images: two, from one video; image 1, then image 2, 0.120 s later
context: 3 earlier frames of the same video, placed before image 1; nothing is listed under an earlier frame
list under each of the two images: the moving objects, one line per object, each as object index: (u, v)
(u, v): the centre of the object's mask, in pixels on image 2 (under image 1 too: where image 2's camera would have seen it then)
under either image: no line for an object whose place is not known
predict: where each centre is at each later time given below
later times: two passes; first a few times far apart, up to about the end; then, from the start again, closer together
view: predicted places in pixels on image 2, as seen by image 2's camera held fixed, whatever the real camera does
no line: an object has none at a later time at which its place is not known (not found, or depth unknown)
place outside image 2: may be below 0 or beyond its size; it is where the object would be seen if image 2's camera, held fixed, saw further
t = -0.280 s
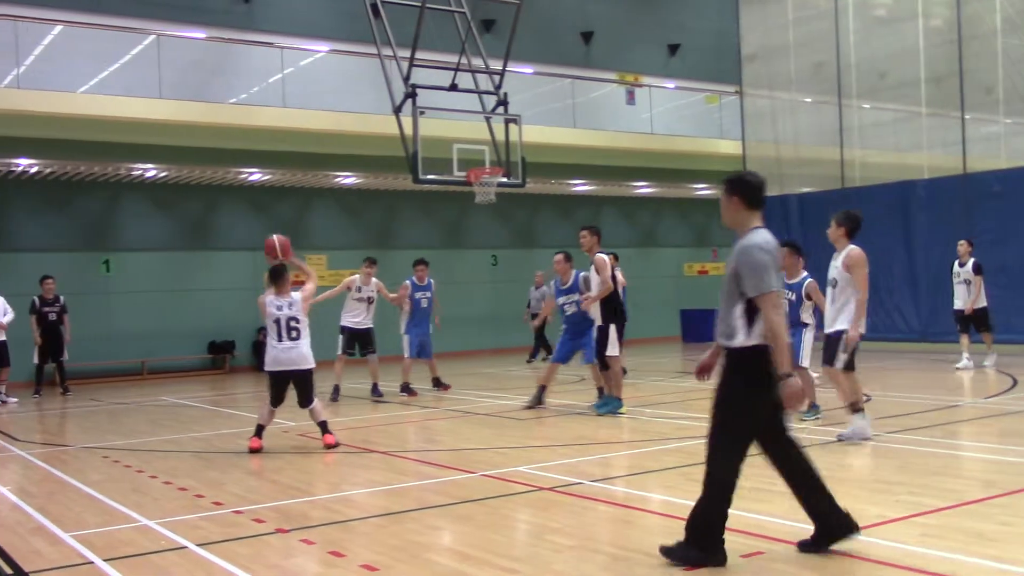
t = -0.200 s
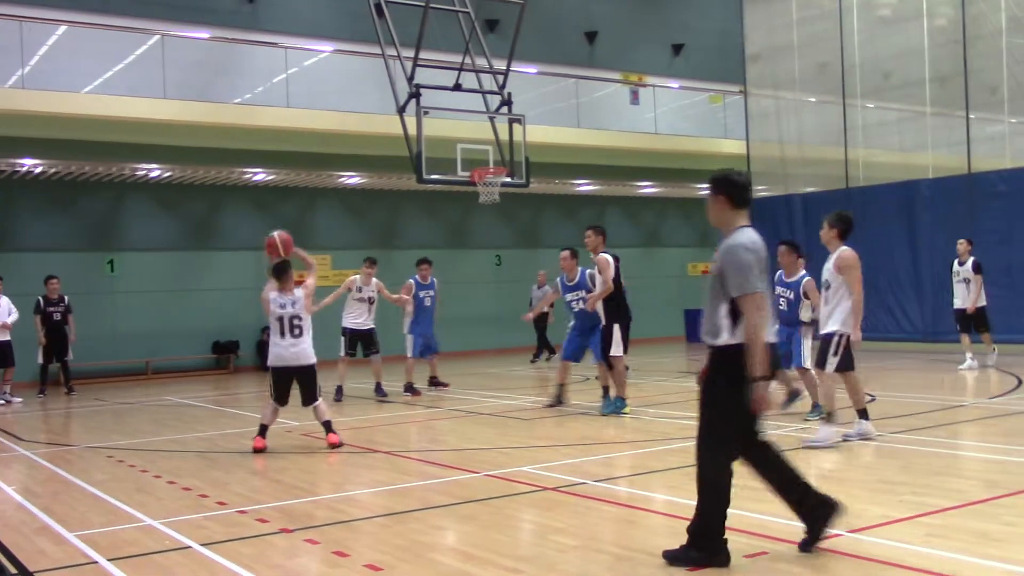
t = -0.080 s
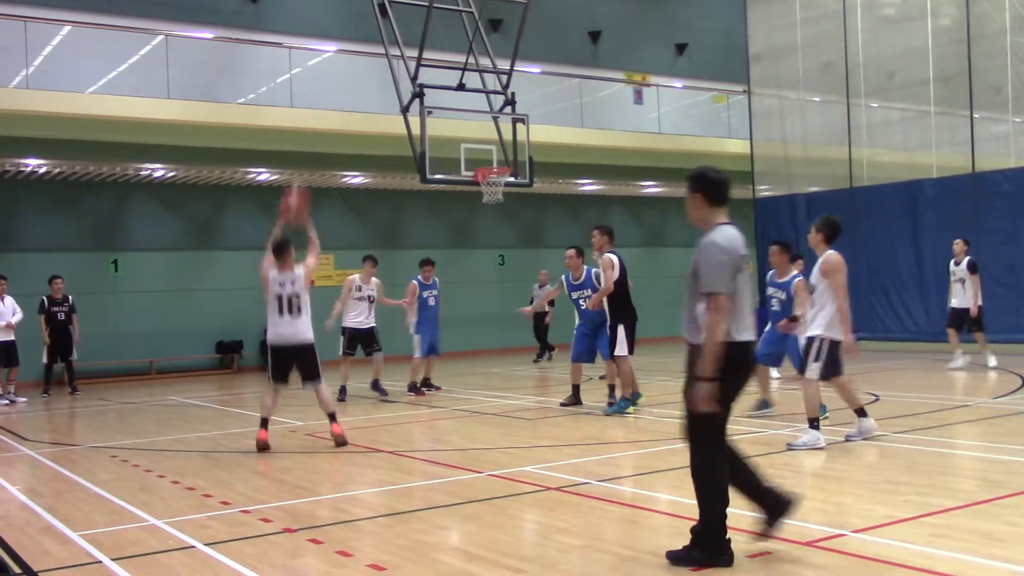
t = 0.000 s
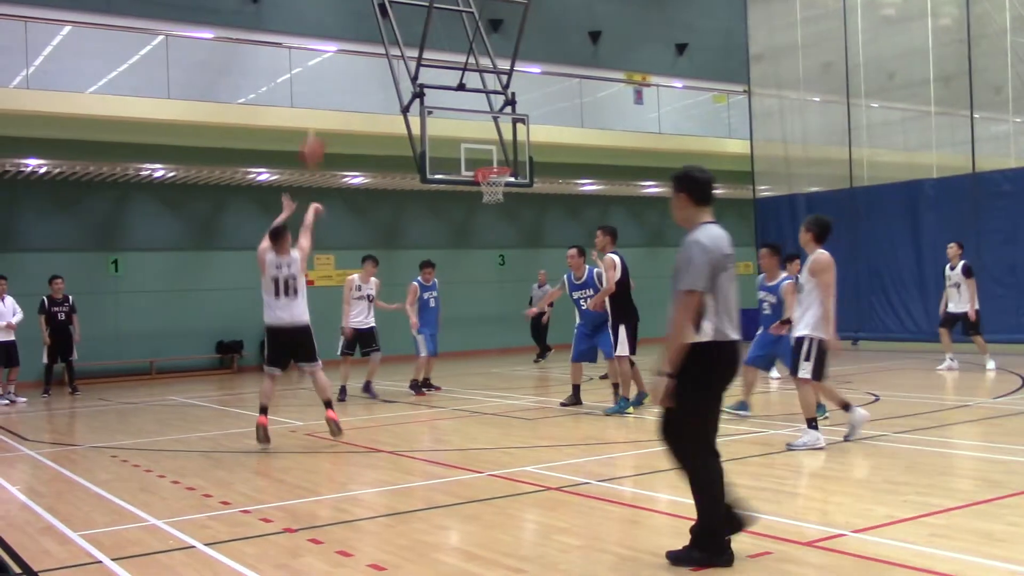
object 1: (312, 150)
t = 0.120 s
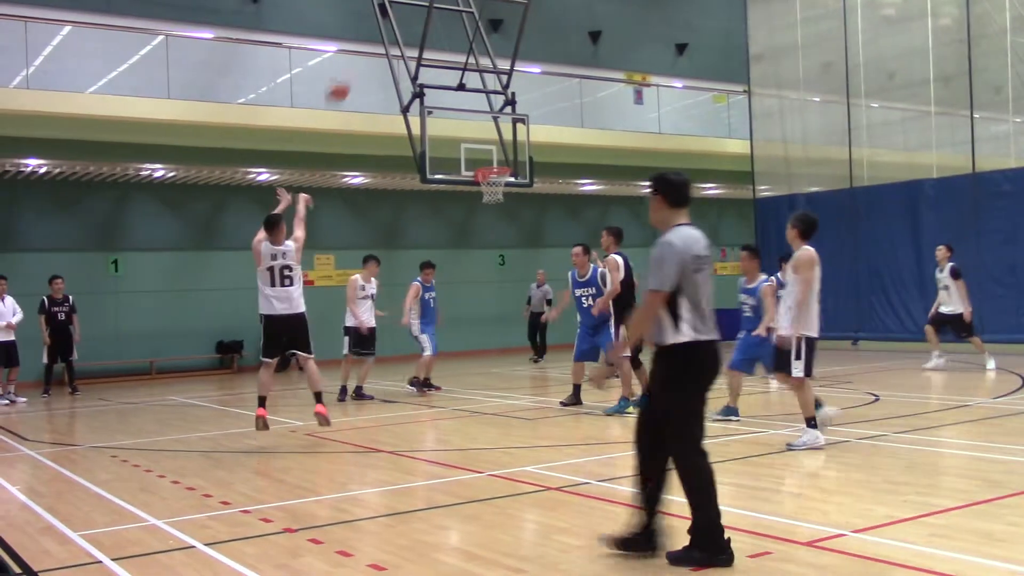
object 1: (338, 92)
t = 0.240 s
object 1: (361, 49)
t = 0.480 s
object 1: (400, 22)
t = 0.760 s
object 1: (438, 47)
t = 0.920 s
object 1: (459, 85)
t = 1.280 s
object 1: (497, 142)
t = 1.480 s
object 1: (520, 127)
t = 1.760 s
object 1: (555, 152)
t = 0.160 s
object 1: (346, 75)
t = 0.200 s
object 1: (353, 61)
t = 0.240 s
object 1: (361, 49)
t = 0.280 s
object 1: (366, 39)
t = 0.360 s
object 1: (381, 28)
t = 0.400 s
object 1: (387, 24)
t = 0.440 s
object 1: (394, 22)
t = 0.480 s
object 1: (400, 22)
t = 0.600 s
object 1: (418, 25)
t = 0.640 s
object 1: (424, 30)
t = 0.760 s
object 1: (438, 47)
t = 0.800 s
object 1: (445, 55)
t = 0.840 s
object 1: (449, 66)
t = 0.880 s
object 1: (454, 76)
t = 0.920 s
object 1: (459, 85)
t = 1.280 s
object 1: (497, 142)
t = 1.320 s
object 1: (501, 138)
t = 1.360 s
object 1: (506, 135)
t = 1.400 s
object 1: (511, 130)
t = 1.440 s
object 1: (516, 128)
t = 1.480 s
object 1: (520, 127)
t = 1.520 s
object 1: (525, 128)
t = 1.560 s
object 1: (530, 129)
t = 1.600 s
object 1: (534, 131)
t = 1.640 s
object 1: (539, 134)
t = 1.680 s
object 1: (543, 139)
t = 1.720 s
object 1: (549, 145)
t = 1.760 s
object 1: (555, 152)
